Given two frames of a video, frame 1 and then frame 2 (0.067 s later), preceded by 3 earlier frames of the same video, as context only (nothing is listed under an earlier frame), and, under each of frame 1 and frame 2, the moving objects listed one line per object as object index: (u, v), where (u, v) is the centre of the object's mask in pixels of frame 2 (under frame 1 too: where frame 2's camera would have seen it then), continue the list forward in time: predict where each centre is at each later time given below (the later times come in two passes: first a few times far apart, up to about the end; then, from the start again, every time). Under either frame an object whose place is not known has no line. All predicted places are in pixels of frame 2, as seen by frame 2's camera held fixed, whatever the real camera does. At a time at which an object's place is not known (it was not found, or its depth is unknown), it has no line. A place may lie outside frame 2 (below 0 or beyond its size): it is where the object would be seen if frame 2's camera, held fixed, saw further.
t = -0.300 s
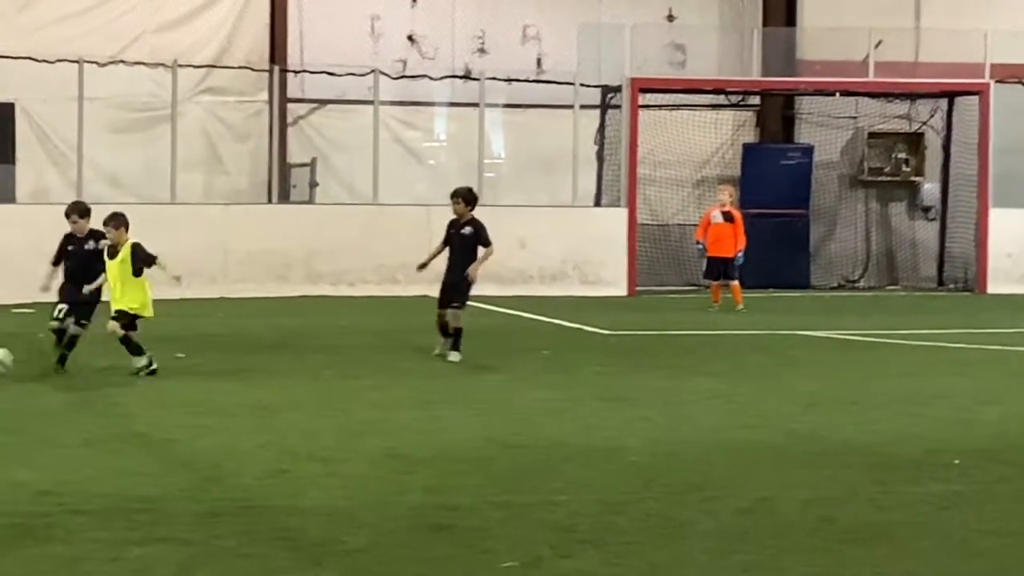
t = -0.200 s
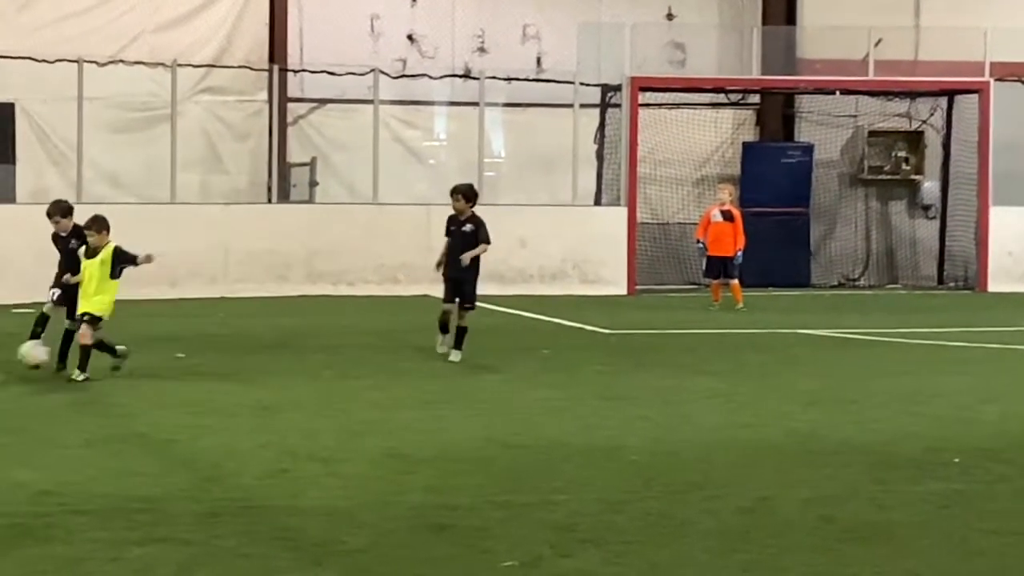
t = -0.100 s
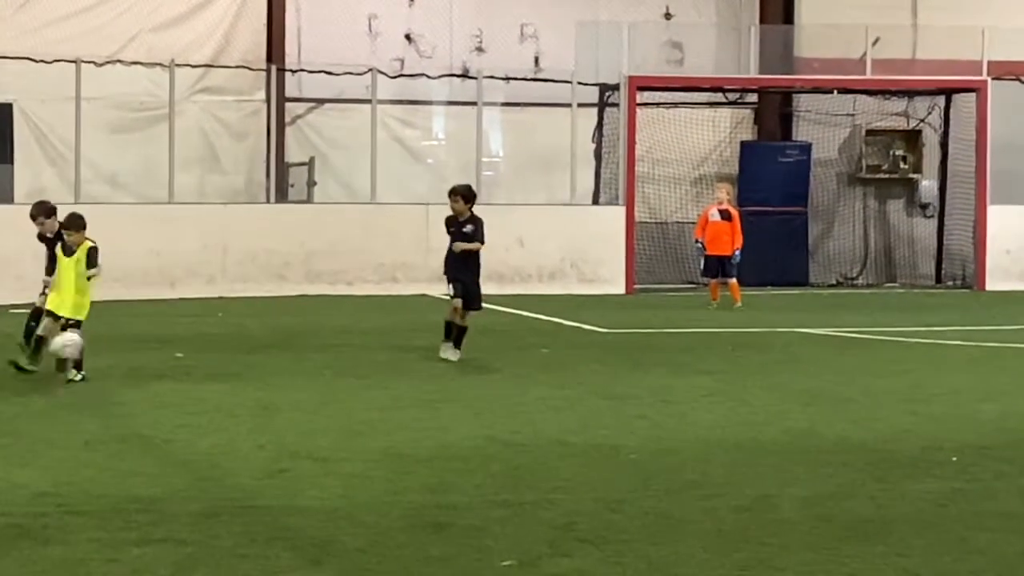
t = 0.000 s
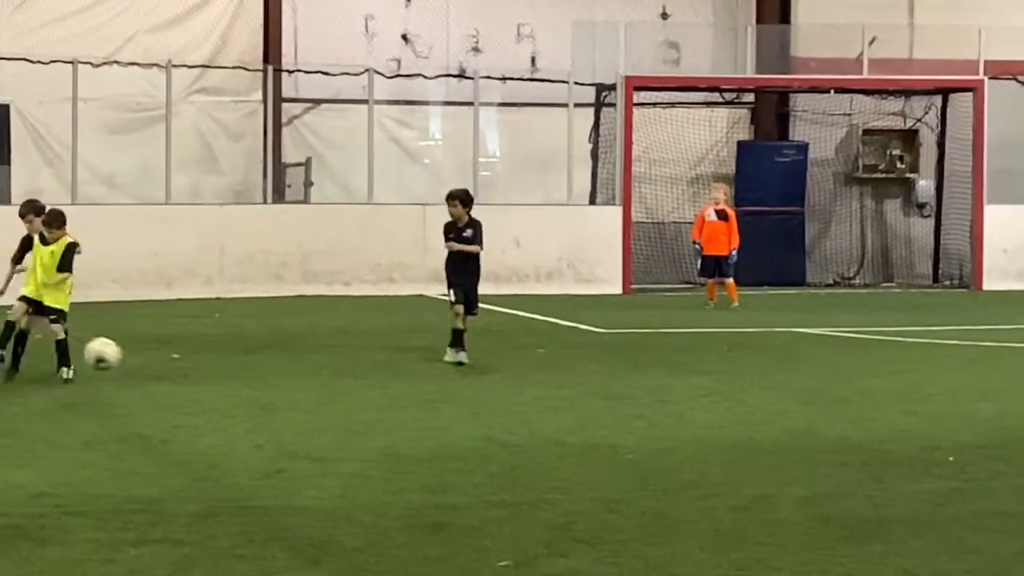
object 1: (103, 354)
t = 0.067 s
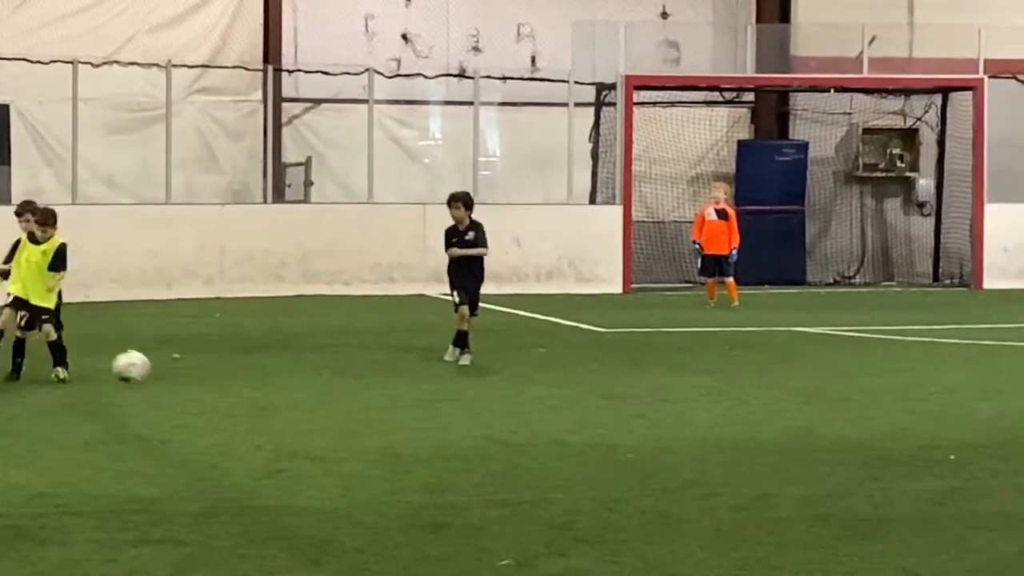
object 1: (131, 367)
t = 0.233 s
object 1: (212, 435)
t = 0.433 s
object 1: (323, 426)
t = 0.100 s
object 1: (146, 376)
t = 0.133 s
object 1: (161, 389)
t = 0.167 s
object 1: (178, 403)
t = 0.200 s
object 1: (194, 418)
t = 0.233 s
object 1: (212, 435)
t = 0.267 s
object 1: (229, 427)
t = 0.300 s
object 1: (248, 423)
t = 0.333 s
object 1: (265, 421)
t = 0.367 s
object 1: (283, 420)
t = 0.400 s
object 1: (303, 422)
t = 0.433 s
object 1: (323, 426)
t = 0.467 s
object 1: (343, 432)
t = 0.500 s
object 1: (364, 442)
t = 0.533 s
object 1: (385, 453)
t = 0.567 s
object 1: (407, 468)
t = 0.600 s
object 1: (431, 485)
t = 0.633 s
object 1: (453, 486)
